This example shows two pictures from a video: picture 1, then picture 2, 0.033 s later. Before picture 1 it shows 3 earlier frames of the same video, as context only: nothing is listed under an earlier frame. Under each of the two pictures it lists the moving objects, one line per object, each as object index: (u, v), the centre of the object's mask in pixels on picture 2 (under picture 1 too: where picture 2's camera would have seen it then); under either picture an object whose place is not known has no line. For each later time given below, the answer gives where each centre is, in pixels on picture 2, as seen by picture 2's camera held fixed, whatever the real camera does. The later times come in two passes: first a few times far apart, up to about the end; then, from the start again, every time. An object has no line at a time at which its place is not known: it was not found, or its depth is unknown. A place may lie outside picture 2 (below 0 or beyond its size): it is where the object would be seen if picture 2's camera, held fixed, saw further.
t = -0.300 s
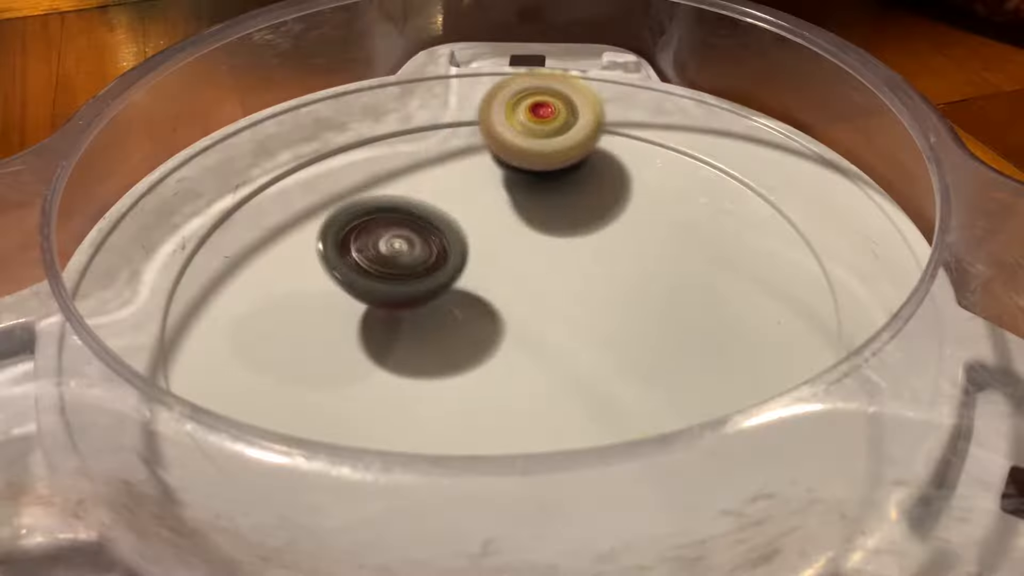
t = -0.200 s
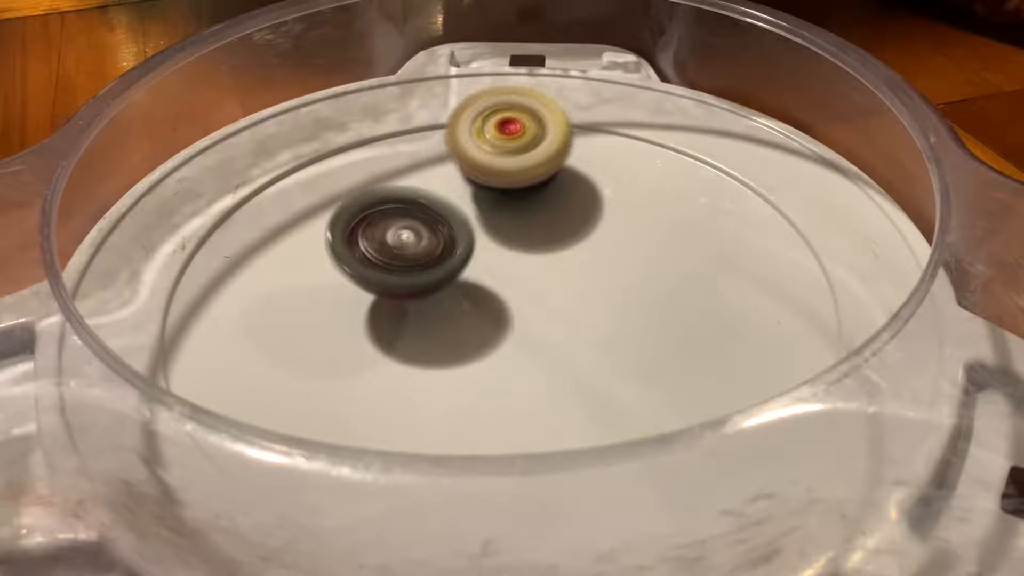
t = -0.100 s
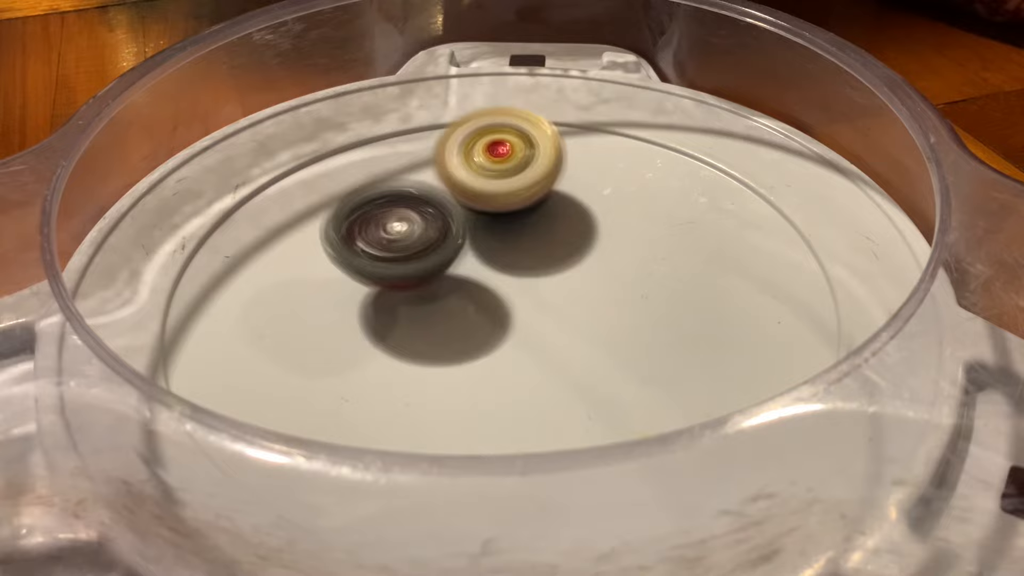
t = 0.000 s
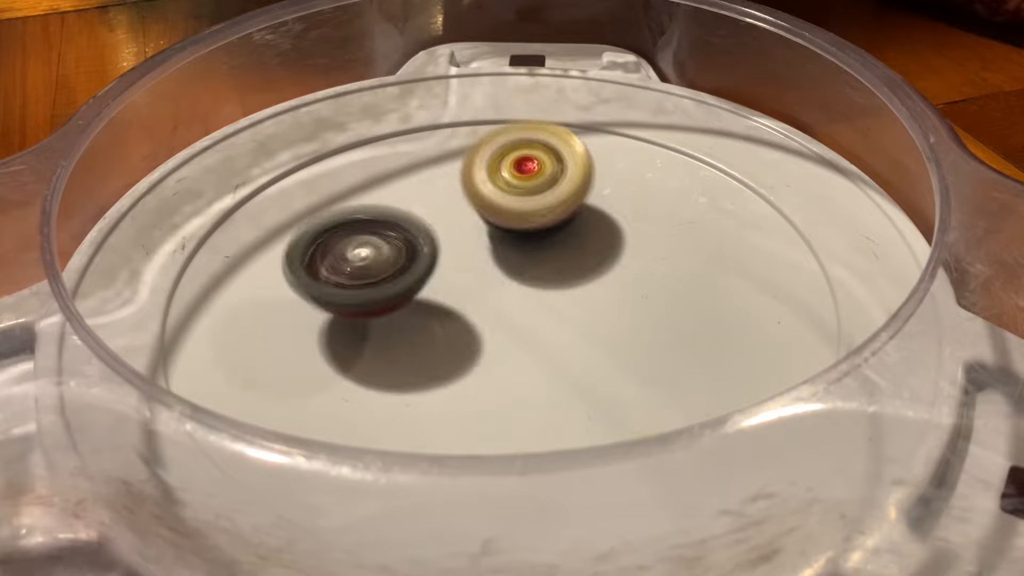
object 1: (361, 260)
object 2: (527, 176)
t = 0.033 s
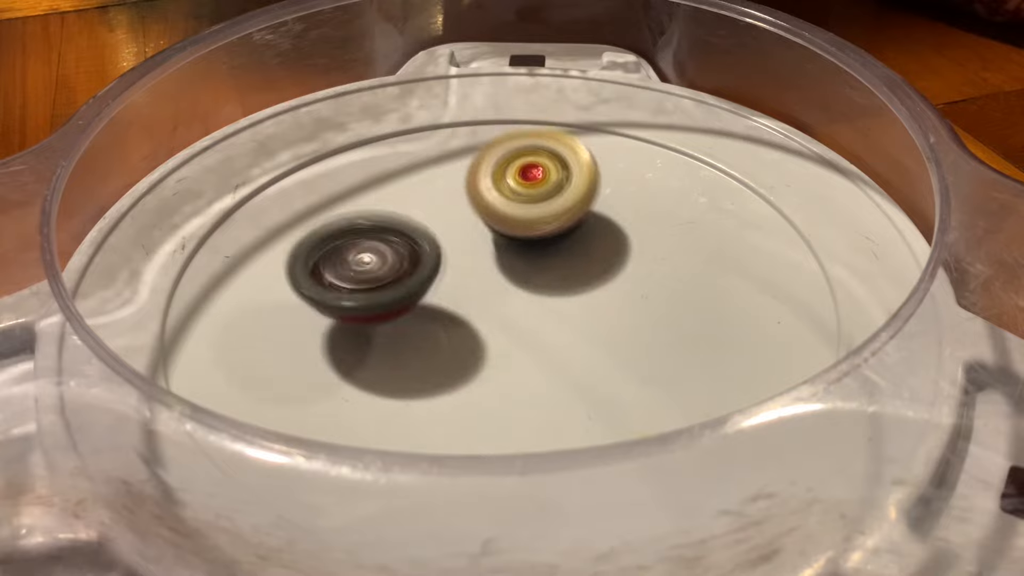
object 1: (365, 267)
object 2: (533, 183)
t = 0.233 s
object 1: (478, 296)
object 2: (591, 229)
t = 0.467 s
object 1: (510, 286)
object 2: (698, 232)
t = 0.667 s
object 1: (520, 273)
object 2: (661, 226)
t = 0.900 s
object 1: (420, 287)
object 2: (629, 243)
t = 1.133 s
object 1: (374, 284)
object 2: (628, 323)
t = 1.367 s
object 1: (339, 285)
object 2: (633, 339)
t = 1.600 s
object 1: (402, 288)
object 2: (574, 327)
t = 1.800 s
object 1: (371, 186)
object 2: (607, 355)
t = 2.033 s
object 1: (423, 194)
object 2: (566, 318)
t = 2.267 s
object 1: (482, 69)
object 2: (461, 407)
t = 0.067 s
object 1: (378, 275)
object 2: (538, 191)
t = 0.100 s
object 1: (399, 282)
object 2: (544, 199)
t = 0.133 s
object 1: (419, 288)
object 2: (552, 208)
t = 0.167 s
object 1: (442, 292)
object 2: (561, 217)
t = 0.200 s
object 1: (465, 294)
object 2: (575, 224)
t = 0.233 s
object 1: (478, 296)
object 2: (591, 229)
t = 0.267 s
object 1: (481, 298)
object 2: (613, 233)
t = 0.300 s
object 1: (485, 298)
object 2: (634, 236)
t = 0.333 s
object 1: (492, 297)
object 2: (653, 237)
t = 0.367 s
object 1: (497, 296)
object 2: (669, 237)
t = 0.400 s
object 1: (502, 293)
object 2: (682, 236)
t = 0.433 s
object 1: (506, 290)
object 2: (692, 234)
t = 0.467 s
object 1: (510, 286)
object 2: (698, 232)
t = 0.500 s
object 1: (515, 283)
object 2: (701, 230)
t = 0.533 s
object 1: (517, 280)
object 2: (700, 228)
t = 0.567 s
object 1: (518, 278)
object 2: (694, 227)
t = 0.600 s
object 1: (519, 275)
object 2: (685, 226)
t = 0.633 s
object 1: (520, 274)
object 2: (674, 225)
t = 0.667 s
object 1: (520, 273)
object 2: (661, 226)
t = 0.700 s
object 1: (509, 274)
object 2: (654, 225)
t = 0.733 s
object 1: (481, 277)
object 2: (655, 223)
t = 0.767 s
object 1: (459, 280)
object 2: (652, 223)
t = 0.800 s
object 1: (444, 283)
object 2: (648, 225)
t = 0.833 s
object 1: (432, 285)
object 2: (643, 229)
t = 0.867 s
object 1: (425, 286)
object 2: (636, 235)
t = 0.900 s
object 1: (420, 287)
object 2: (629, 243)
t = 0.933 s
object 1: (420, 289)
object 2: (620, 253)
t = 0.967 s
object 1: (423, 291)
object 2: (611, 264)
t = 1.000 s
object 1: (429, 293)
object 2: (600, 277)
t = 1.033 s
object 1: (432, 294)
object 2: (593, 291)
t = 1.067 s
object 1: (407, 291)
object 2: (610, 303)
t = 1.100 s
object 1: (386, 287)
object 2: (621, 313)
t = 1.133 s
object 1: (374, 284)
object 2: (628, 323)
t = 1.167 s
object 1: (367, 282)
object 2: (632, 331)
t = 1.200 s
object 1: (362, 283)
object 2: (634, 337)
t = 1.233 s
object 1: (356, 284)
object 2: (636, 340)
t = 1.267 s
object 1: (350, 284)
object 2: (637, 342)
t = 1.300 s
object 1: (342, 284)
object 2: (636, 343)
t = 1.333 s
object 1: (338, 285)
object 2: (635, 341)
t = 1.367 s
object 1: (339, 285)
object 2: (633, 339)
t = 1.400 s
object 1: (344, 287)
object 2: (631, 335)
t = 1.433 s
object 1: (352, 288)
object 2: (628, 332)
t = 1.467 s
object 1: (364, 290)
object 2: (622, 329)
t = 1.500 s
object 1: (374, 291)
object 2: (614, 327)
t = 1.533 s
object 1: (384, 292)
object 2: (602, 327)
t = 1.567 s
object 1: (394, 291)
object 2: (589, 327)
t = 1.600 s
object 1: (402, 288)
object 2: (574, 327)
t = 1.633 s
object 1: (410, 282)
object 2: (557, 329)
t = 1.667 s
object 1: (389, 258)
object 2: (574, 340)
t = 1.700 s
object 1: (373, 234)
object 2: (591, 349)
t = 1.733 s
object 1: (366, 215)
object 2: (601, 354)
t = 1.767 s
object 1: (367, 198)
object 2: (606, 356)
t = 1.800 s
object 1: (371, 186)
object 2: (607, 355)
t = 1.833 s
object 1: (377, 178)
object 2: (605, 352)
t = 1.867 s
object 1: (385, 175)
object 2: (602, 348)
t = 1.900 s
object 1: (392, 176)
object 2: (597, 343)
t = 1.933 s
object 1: (399, 180)
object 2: (591, 337)
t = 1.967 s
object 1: (405, 185)
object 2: (586, 331)
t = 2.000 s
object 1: (413, 190)
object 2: (579, 325)
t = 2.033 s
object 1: (423, 194)
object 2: (566, 318)
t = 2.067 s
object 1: (434, 198)
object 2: (547, 311)
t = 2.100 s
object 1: (445, 202)
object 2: (529, 304)
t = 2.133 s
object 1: (456, 202)
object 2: (509, 298)
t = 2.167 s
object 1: (463, 164)
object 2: (497, 335)
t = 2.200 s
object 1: (471, 124)
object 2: (485, 370)
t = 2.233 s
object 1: (476, 94)
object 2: (471, 394)
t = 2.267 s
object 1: (482, 69)
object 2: (461, 407)
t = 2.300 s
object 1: (488, 56)
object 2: (453, 413)
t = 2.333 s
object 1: (491, 49)
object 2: (451, 414)
